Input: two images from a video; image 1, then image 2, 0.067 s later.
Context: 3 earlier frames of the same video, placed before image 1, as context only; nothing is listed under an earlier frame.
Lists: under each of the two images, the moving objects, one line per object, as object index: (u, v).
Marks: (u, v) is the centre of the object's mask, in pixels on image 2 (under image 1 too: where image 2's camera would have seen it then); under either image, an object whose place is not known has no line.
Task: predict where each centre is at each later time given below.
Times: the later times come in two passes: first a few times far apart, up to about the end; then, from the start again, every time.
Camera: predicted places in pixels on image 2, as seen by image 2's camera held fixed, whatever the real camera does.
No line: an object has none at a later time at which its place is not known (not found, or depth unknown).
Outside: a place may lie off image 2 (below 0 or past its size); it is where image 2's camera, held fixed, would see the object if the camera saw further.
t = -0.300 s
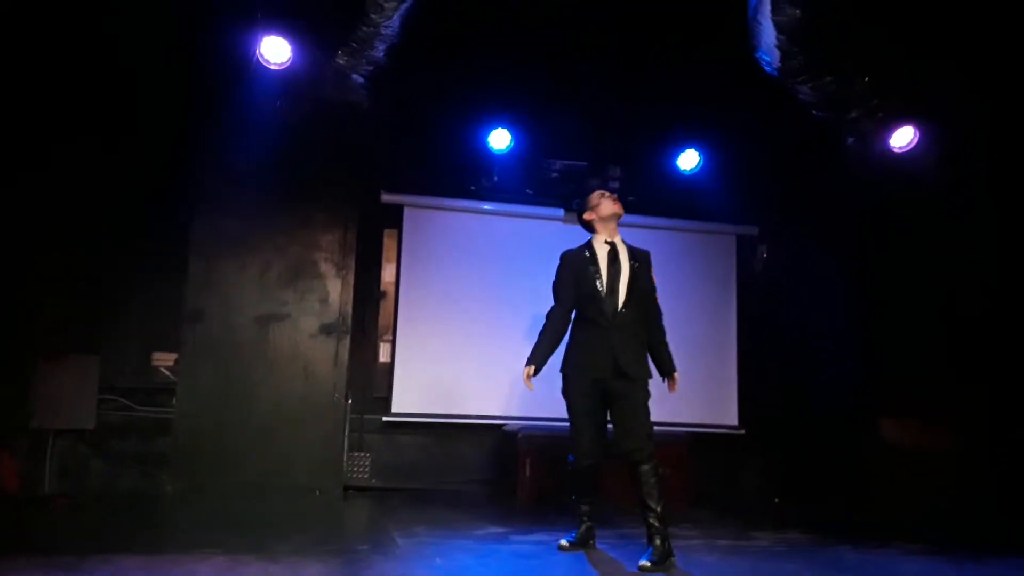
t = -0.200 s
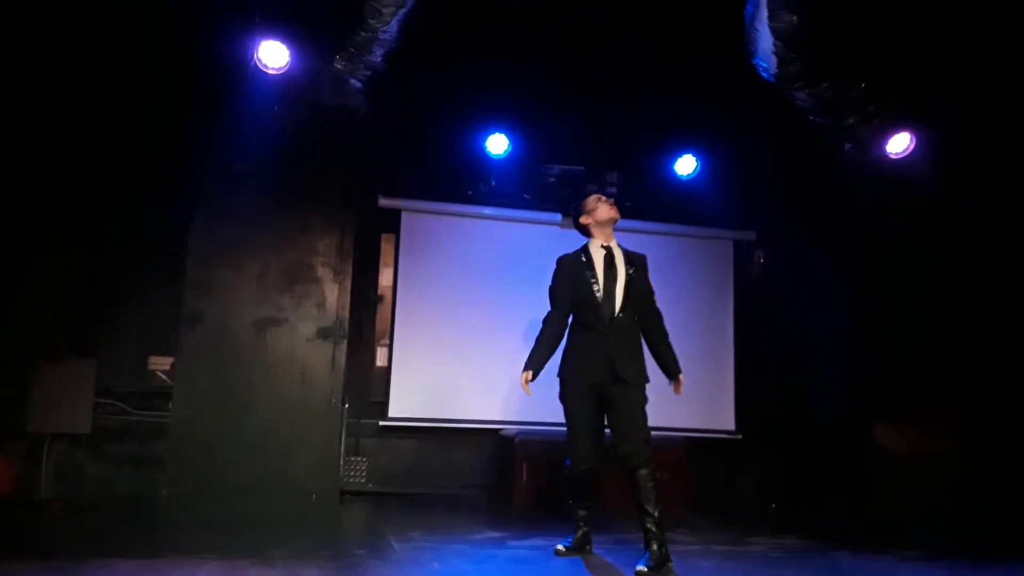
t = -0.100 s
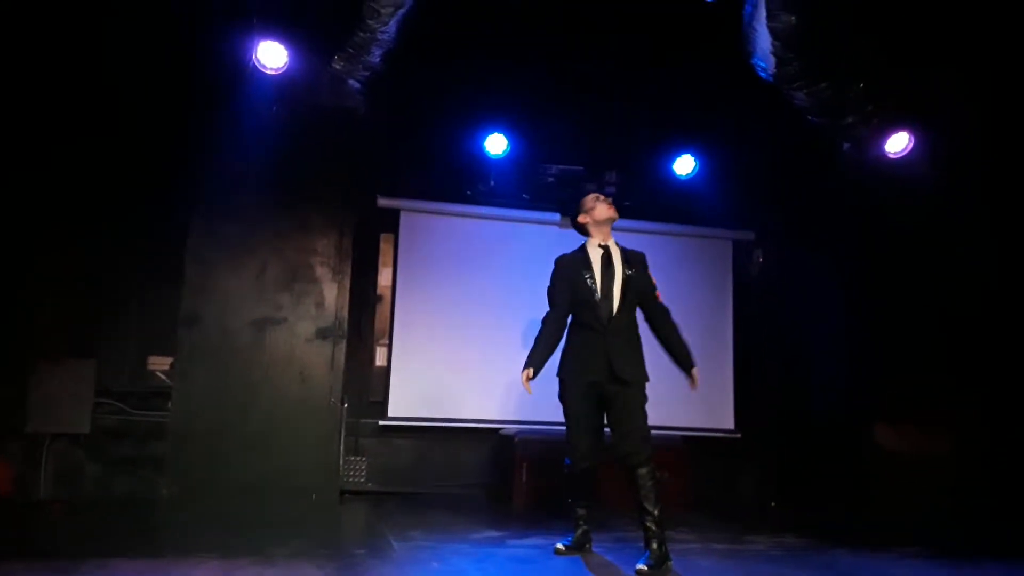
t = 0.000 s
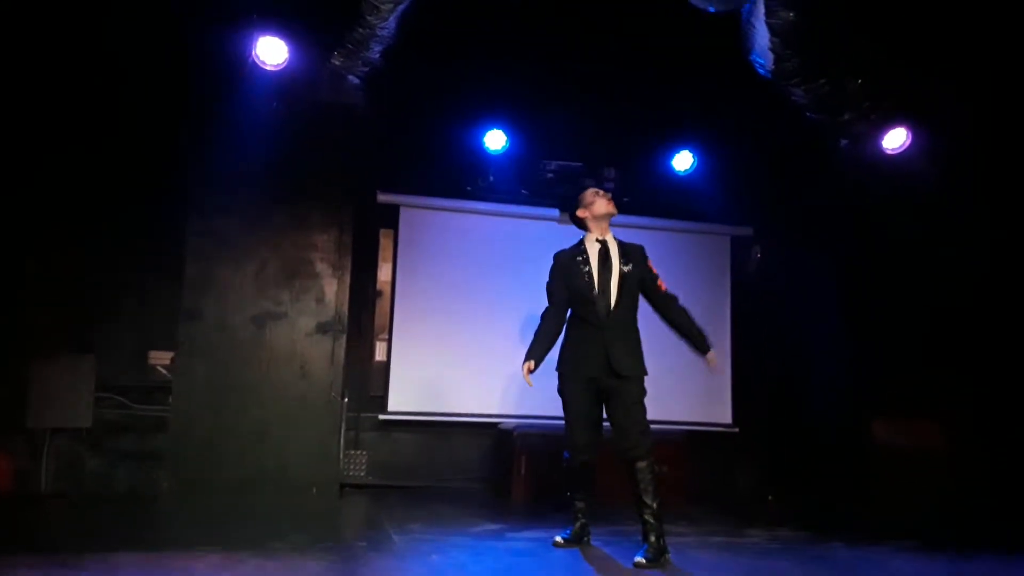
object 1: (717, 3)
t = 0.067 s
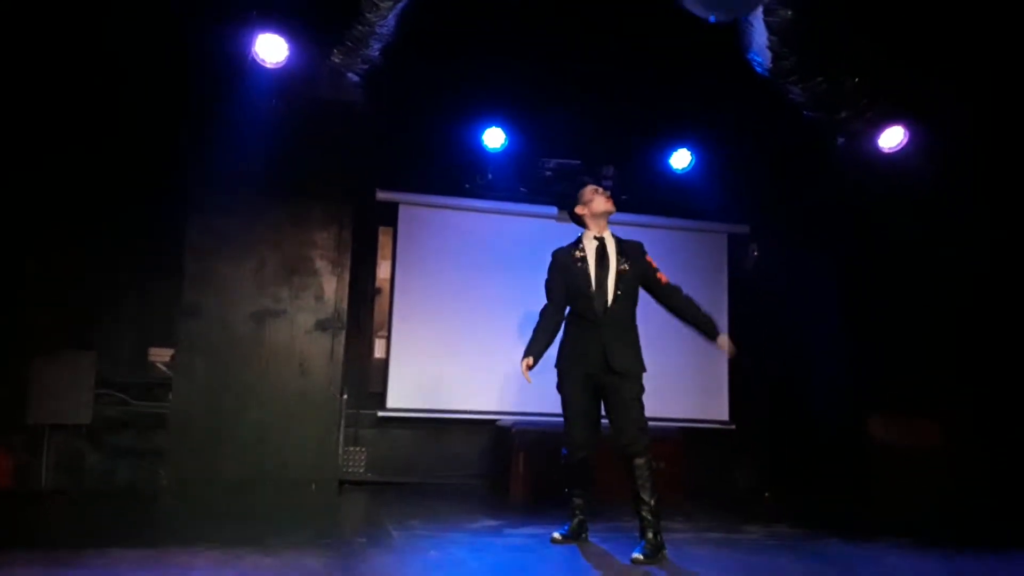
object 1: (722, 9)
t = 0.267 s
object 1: (732, 30)
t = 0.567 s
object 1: (745, 94)
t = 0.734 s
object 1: (748, 159)
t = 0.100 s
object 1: (723, 12)
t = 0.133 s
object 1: (725, 16)
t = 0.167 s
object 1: (727, 19)
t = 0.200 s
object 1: (729, 22)
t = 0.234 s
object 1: (731, 26)
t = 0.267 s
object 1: (732, 30)
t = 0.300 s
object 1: (735, 34)
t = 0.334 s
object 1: (736, 38)
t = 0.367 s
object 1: (738, 43)
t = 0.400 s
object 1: (739, 49)
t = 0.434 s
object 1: (741, 55)
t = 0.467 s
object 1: (743, 62)
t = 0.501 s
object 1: (744, 70)
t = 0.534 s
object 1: (744, 82)
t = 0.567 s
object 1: (745, 94)
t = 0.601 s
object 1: (746, 106)
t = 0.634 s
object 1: (746, 119)
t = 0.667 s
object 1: (747, 132)
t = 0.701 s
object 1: (747, 146)
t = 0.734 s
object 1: (748, 159)
